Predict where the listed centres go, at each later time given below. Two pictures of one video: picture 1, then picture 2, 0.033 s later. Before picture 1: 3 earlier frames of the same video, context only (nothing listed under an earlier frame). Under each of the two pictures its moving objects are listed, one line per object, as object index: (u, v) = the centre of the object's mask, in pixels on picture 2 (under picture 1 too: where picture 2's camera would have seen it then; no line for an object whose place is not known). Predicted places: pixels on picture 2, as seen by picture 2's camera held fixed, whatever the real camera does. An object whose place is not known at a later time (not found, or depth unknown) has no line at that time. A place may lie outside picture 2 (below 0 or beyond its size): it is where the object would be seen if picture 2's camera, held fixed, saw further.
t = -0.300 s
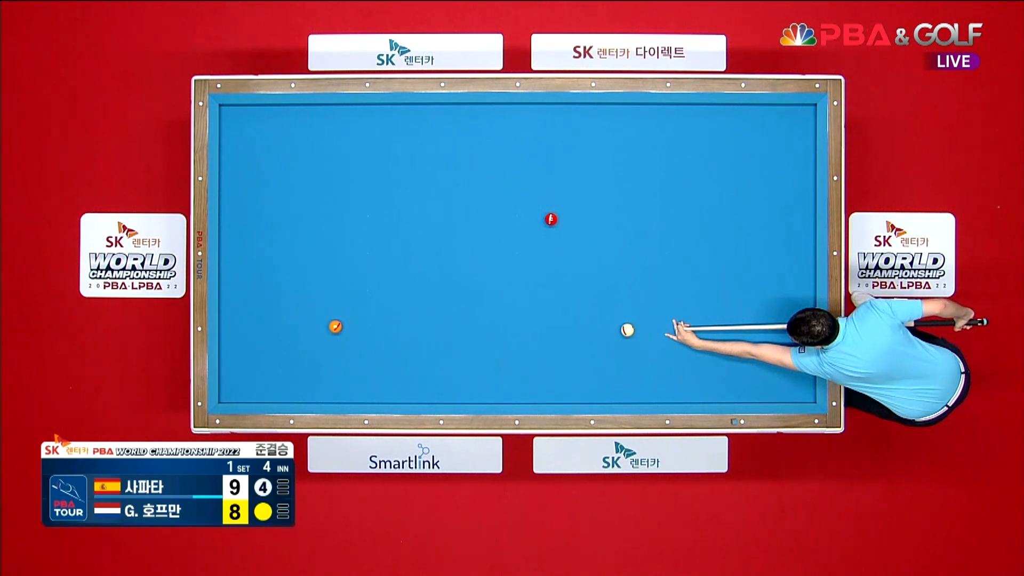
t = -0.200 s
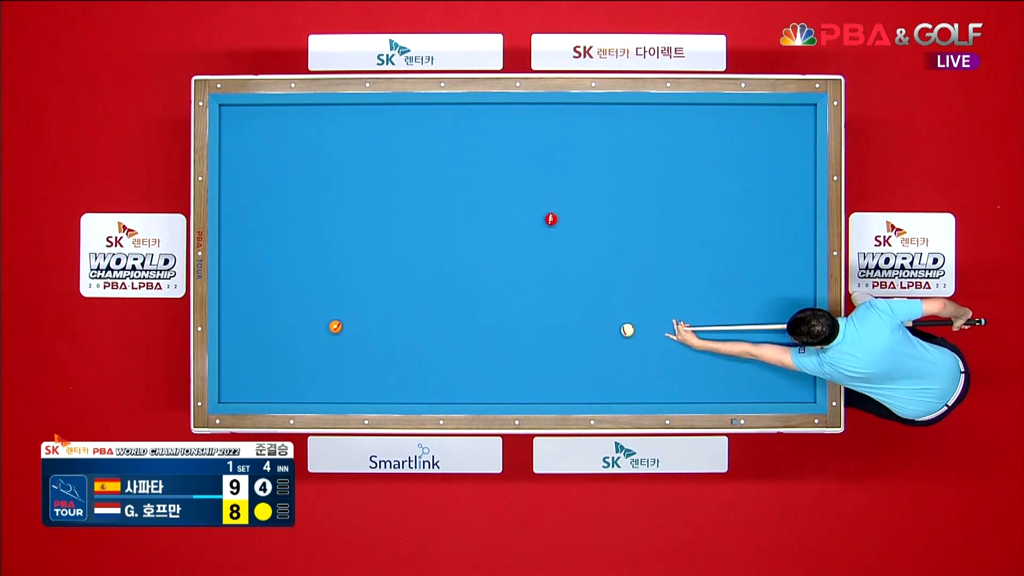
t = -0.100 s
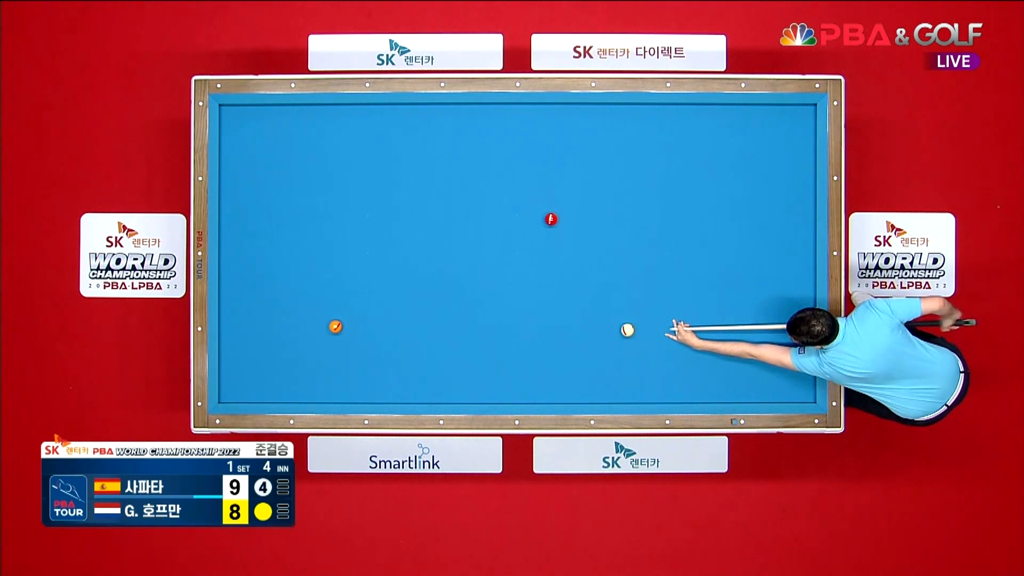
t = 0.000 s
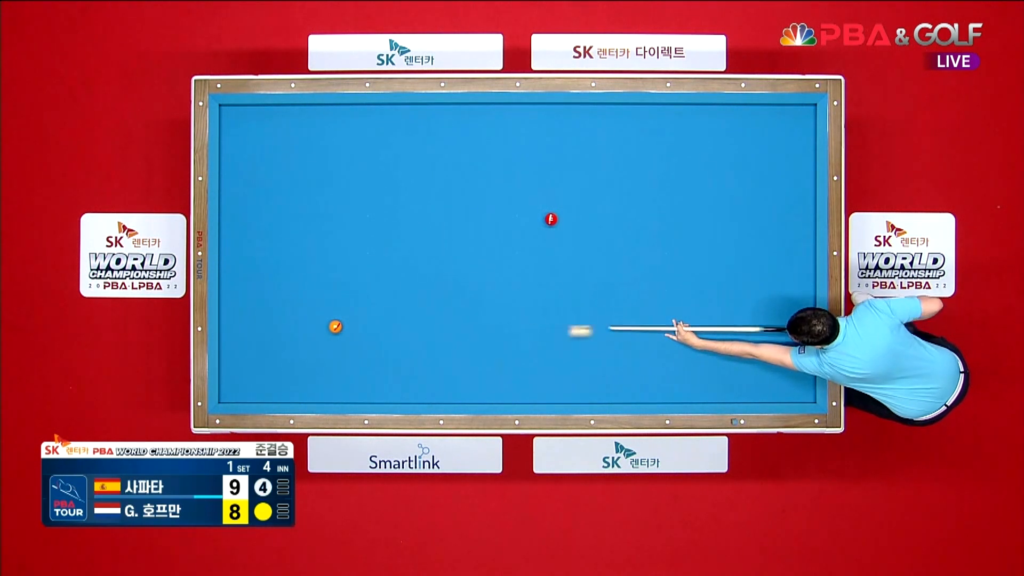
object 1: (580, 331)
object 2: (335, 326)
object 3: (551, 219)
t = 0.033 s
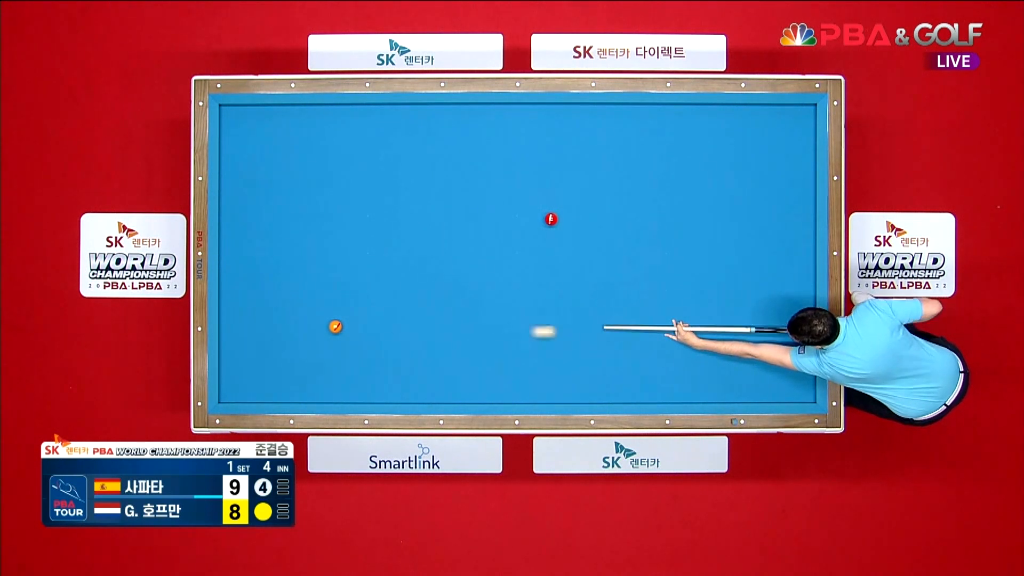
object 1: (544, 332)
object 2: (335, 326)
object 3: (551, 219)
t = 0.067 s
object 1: (508, 332)
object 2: (335, 326)
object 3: (551, 219)
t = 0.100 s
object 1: (472, 333)
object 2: (335, 326)
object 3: (551, 219)
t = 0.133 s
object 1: (437, 334)
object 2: (335, 326)
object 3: (551, 219)
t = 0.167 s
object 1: (401, 334)
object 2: (335, 326)
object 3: (551, 219)
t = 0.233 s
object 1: (339, 341)
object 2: (329, 321)
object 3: (551, 219)
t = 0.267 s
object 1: (323, 356)
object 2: (312, 306)
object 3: (551, 219)
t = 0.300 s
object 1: (307, 372)
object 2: (294, 291)
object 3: (551, 219)
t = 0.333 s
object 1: (292, 387)
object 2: (278, 276)
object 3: (551, 219)
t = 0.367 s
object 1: (276, 395)
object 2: (261, 262)
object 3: (551, 219)
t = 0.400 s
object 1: (263, 383)
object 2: (245, 247)
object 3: (551, 219)
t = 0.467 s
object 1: (238, 360)
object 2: (231, 223)
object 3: (551, 219)
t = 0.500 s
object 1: (225, 349)
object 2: (243, 215)
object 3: (551, 219)
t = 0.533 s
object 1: (233, 336)
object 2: (256, 206)
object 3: (551, 219)
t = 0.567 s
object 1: (244, 324)
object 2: (268, 198)
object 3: (551, 219)
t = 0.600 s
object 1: (255, 313)
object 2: (281, 190)
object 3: (551, 219)
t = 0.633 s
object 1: (266, 301)
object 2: (292, 182)
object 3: (551, 219)
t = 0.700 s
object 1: (287, 279)
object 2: (315, 167)
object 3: (551, 219)
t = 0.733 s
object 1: (297, 268)
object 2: (326, 159)
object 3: (551, 219)
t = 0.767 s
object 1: (306, 257)
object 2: (336, 152)
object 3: (551, 219)
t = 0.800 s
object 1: (316, 246)
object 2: (346, 145)
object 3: (551, 219)
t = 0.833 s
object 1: (325, 235)
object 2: (356, 138)
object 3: (551, 219)
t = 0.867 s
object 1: (333, 225)
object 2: (365, 131)
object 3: (551, 219)
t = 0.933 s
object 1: (350, 205)
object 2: (383, 117)
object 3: (551, 219)
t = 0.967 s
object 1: (358, 195)
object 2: (392, 111)
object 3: (551, 219)
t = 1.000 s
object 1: (365, 186)
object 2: (400, 112)
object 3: (551, 219)
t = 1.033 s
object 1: (372, 177)
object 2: (409, 117)
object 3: (551, 219)
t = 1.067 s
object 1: (380, 167)
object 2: (417, 122)
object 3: (551, 219)
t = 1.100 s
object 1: (387, 158)
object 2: (425, 127)
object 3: (551, 219)
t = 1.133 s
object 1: (394, 148)
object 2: (433, 131)
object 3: (551, 219)
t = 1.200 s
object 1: (409, 129)
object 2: (449, 139)
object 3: (551, 219)
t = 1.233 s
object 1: (417, 120)
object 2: (457, 143)
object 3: (551, 219)
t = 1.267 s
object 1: (424, 111)
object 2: (466, 147)
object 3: (551, 219)
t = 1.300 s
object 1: (432, 113)
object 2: (474, 150)
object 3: (551, 219)
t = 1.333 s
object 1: (440, 121)
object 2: (482, 154)
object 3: (551, 219)
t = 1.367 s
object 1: (448, 128)
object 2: (490, 158)
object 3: (551, 219)
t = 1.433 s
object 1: (465, 142)
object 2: (506, 165)
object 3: (551, 219)
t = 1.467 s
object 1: (473, 148)
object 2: (514, 169)
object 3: (551, 219)
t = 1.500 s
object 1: (481, 155)
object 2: (522, 172)
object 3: (551, 219)
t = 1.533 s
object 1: (489, 160)
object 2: (530, 176)
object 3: (551, 219)
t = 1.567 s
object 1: (497, 166)
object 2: (538, 180)
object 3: (551, 219)
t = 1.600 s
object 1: (505, 171)
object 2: (546, 183)
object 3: (551, 219)
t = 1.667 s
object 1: (521, 181)
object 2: (562, 191)
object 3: (551, 219)
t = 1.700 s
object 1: (529, 186)
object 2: (570, 194)
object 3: (551, 219)
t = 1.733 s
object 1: (537, 192)
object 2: (578, 198)
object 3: (551, 219)
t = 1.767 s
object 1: (545, 197)
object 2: (586, 201)
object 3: (551, 219)
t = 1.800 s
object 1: (553, 202)
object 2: (594, 205)
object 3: (551, 219)
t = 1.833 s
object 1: (561, 207)
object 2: (602, 209)
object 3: (551, 219)
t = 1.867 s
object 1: (569, 212)
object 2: (610, 212)
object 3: (551, 219)
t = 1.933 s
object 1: (585, 223)
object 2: (625, 220)
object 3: (551, 219)
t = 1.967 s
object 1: (592, 228)
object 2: (633, 223)
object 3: (551, 219)
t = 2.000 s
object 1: (600, 233)
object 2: (641, 227)
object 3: (551, 219)
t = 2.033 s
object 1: (608, 238)
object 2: (649, 230)
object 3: (551, 219)
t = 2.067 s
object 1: (616, 243)
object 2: (657, 234)
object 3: (551, 219)
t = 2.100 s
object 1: (624, 248)
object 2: (665, 238)
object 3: (551, 219)
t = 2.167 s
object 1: (639, 259)
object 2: (680, 245)
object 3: (551, 219)
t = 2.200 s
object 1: (647, 264)
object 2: (688, 248)
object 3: (551, 219)
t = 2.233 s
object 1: (655, 269)
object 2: (695, 252)
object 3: (551, 219)
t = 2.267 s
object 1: (662, 274)
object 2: (703, 255)
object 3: (551, 219)
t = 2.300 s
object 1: (670, 279)
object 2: (711, 259)
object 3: (551, 219)
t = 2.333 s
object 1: (678, 284)
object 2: (718, 263)
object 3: (551, 219)
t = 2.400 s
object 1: (693, 294)
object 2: (733, 269)
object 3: (551, 219)
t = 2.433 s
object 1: (700, 299)
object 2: (741, 273)
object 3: (551, 219)
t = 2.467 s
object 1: (708, 304)
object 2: (749, 277)
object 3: (551, 219)
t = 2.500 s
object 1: (716, 309)
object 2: (756, 280)
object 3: (551, 219)
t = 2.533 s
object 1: (724, 314)
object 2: (764, 284)
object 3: (551, 219)
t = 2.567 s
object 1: (731, 319)
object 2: (771, 287)
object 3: (551, 219)
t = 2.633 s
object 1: (746, 329)
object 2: (786, 294)
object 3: (551, 219)
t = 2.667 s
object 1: (753, 334)
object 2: (793, 297)
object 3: (551, 219)
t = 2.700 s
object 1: (761, 339)
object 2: (801, 301)
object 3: (551, 219)
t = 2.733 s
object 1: (768, 343)
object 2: (808, 304)
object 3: (551, 219)
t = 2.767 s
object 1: (776, 349)
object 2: (807, 308)
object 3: (551, 219)
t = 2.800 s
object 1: (783, 353)
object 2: (800, 313)
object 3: (551, 219)
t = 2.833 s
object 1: (791, 358)
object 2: (794, 318)
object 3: (551, 219)
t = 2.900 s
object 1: (806, 368)
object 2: (783, 327)
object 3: (551, 219)
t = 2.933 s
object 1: (809, 373)
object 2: (778, 331)
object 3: (551, 219)
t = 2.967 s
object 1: (803, 379)
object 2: (774, 336)
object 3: (551, 219)
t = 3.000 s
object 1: (797, 384)
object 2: (770, 340)
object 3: (551, 219)
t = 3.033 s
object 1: (791, 390)
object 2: (766, 345)
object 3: (551, 219)
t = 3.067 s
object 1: (786, 395)
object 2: (762, 349)
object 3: (551, 219)
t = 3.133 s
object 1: (776, 389)
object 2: (754, 357)
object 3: (551, 219)
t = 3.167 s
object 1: (771, 385)
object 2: (749, 362)
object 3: (551, 219)
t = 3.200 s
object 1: (767, 381)
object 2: (745, 366)
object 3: (551, 219)
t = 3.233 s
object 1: (762, 378)
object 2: (741, 370)
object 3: (551, 219)
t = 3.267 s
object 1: (758, 375)
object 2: (737, 375)
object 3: (551, 219)
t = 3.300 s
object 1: (753, 372)
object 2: (733, 379)
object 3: (551, 219)
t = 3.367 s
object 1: (745, 366)
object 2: (725, 387)
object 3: (551, 219)
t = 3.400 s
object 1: (740, 362)
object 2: (721, 392)
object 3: (551, 219)
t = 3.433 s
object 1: (736, 359)
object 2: (717, 396)
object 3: (551, 219)
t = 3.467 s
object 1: (732, 356)
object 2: (713, 396)
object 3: (551, 219)
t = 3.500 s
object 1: (727, 353)
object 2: (709, 392)
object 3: (551, 219)
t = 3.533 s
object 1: (723, 350)
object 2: (705, 389)
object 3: (551, 219)
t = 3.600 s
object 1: (714, 344)
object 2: (697, 384)
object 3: (551, 219)
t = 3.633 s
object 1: (710, 340)
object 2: (693, 382)
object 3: (551, 219)
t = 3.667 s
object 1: (706, 337)
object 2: (689, 380)
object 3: (551, 219)
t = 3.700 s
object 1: (702, 334)
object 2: (685, 377)
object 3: (551, 219)
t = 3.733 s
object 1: (697, 331)
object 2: (681, 374)
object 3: (551, 219)
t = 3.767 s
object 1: (693, 328)
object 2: (677, 372)
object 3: (551, 219)
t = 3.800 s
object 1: (689, 325)
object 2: (674, 370)
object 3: (551, 219)
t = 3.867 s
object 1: (680, 319)
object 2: (666, 365)
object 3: (551, 219)
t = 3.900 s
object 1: (676, 316)
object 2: (662, 363)
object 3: (551, 219)
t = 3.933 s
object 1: (672, 313)
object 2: (658, 360)
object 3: (551, 219)
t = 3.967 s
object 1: (668, 310)
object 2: (654, 358)
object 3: (551, 219)
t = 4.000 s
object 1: (664, 307)
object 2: (650, 356)
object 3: (551, 219)
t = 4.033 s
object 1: (659, 304)
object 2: (647, 353)
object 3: (551, 219)
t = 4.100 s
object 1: (651, 298)
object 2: (639, 349)
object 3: (551, 219)
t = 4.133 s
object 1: (647, 295)
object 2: (635, 346)
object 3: (551, 219)
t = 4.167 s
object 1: (643, 292)
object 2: (631, 344)
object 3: (551, 219)
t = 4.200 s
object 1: (639, 288)
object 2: (627, 342)
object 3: (551, 219)
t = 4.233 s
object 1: (635, 285)
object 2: (624, 339)
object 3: (551, 219)
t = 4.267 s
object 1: (631, 283)
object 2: (620, 337)
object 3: (551, 219)
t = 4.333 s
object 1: (622, 277)
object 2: (613, 332)
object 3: (551, 219)
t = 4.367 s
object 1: (618, 274)
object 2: (609, 330)
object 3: (551, 219)
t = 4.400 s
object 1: (614, 271)
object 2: (605, 328)
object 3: (551, 219)
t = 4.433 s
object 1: (610, 268)
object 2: (601, 325)
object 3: (551, 219)
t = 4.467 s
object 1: (606, 265)
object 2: (597, 323)
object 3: (551, 219)
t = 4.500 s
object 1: (602, 262)
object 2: (594, 321)
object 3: (551, 219)
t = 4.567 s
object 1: (594, 256)
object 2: (586, 317)
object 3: (551, 219)
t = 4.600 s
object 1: (590, 253)
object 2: (583, 314)
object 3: (551, 219)
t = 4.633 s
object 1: (586, 250)
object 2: (579, 312)
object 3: (551, 219)
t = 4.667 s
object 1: (582, 247)
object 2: (575, 309)
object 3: (551, 219)
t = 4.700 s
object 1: (578, 244)
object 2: (572, 307)
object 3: (551, 219)
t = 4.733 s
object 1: (574, 241)
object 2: (568, 305)
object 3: (551, 219)
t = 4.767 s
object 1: (570, 238)
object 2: (565, 303)
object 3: (551, 219)
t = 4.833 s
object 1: (562, 232)
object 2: (557, 299)
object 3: (551, 219)
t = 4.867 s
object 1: (558, 230)
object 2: (554, 297)
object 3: (551, 218)
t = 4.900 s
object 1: (557, 230)
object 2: (550, 294)
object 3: (548, 215)
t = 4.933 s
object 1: (555, 231)
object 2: (547, 292)
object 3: (546, 212)
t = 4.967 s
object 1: (554, 231)
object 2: (543, 290)
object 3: (543, 209)
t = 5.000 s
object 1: (552, 230)
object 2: (539, 287)
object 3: (542, 207)
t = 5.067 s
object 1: (548, 230)
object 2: (532, 283)
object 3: (538, 202)
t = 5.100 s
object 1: (546, 230)
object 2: (529, 281)
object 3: (536, 200)
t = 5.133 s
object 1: (545, 230)
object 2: (525, 279)
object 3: (534, 198)
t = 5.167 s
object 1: (543, 229)
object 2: (522, 277)
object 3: (532, 195)
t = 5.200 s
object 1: (541, 229)
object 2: (518, 274)
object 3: (530, 193)
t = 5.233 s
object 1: (539, 229)
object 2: (515, 272)
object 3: (528, 191)
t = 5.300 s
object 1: (536, 229)
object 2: (508, 268)
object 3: (524, 186)
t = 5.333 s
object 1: (534, 228)
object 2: (504, 266)
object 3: (523, 184)
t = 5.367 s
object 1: (533, 228)
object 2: (501, 264)
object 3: (521, 181)
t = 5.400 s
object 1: (531, 228)
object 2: (497, 261)
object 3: (519, 179)
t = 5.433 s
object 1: (529, 228)
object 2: (494, 259)
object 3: (517, 176)
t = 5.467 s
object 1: (528, 228)
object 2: (491, 257)
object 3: (515, 174)
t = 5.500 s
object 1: (526, 227)
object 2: (487, 255)
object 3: (514, 172)
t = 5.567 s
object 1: (523, 227)
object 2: (481, 251)
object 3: (510, 168)
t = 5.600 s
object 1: (521, 227)
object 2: (477, 249)
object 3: (508, 165)
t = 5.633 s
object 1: (519, 227)
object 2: (474, 247)
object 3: (506, 163)
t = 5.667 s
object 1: (518, 227)
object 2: (470, 245)
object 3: (505, 161)
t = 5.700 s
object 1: (516, 226)
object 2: (467, 243)
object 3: (503, 159)
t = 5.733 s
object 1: (515, 226)
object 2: (464, 241)
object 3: (501, 156)
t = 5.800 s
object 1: (511, 226)
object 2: (457, 237)
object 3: (498, 152)
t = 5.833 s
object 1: (510, 226)
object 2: (454, 235)
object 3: (496, 150)
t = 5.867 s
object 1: (508, 226)
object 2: (450, 233)
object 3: (494, 148)
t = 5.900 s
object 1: (507, 225)
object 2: (447, 231)
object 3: (493, 146)
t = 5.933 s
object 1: (506, 225)
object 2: (444, 229)
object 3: (491, 143)
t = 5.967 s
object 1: (504, 225)
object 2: (441, 227)
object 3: (489, 141)
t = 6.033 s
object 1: (501, 225)
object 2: (434, 223)
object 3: (486, 137)
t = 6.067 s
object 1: (500, 224)
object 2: (431, 221)
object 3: (484, 135)
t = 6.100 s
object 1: (498, 224)
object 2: (428, 219)
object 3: (482, 133)
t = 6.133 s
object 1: (497, 224)
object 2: (425, 217)
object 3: (481, 131)
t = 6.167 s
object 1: (495, 224)
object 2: (421, 215)
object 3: (479, 129)
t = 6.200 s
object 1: (493, 224)
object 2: (418, 213)
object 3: (477, 127)
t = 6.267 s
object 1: (491, 223)
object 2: (412, 209)
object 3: (474, 123)
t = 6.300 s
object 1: (490, 223)
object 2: (409, 207)
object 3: (472, 121)
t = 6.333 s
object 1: (488, 223)
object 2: (406, 205)
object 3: (471, 119)
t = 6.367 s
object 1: (487, 223)
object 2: (403, 203)
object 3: (469, 117)
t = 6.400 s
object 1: (485, 222)
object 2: (400, 201)
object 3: (468, 115)
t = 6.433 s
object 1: (484, 222)
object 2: (397, 199)
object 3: (466, 113)
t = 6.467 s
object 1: (483, 222)
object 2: (393, 197)
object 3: (465, 111)
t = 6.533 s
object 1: (480, 222)
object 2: (387, 194)
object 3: (462, 110)
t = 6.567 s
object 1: (479, 222)
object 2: (384, 192)
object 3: (460, 111)
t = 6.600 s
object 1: (477, 221)
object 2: (381, 190)
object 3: (459, 112)
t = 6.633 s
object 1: (476, 221)
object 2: (378, 188)
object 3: (458, 113)
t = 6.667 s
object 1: (475, 221)
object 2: (375, 186)
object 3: (457, 114)
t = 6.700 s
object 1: (474, 221)
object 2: (372, 184)
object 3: (456, 116)
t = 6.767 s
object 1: (471, 220)
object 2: (366, 181)
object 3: (454, 118)
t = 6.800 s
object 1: (470, 220)
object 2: (363, 179)
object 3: (453, 119)
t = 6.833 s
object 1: (469, 220)
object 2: (360, 177)
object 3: (451, 120)
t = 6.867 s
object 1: (468, 220)
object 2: (357, 175)
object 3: (450, 121)
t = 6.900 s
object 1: (466, 220)
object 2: (355, 173)
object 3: (449, 122)
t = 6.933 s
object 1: (465, 220)
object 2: (351, 172)
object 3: (448, 123)
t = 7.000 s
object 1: (463, 219)
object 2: (346, 168)
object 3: (446, 125)
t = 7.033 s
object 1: (462, 219)
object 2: (343, 166)
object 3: (445, 126)
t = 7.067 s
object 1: (461, 219)
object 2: (340, 165)
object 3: (444, 127)
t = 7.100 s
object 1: (459, 219)
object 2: (337, 163)
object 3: (443, 128)
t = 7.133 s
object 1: (458, 219)
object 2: (334, 161)
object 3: (442, 129)
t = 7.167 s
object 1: (457, 219)
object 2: (331, 160)
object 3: (441, 130)
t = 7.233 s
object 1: (455, 219)
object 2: (326, 156)
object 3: (439, 132)
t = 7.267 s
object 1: (454, 219)
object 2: (323, 155)
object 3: (438, 133)
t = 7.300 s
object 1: (453, 218)
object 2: (320, 152)
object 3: (437, 134)
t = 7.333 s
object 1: (452, 218)
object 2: (317, 151)
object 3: (436, 135)
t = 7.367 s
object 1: (451, 218)
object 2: (314, 149)
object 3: (435, 136)
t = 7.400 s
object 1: (450, 218)
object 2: (312, 148)
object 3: (434, 137)
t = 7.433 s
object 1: (449, 218)
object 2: (309, 146)
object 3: (433, 138)
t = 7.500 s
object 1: (447, 218)
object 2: (303, 142)
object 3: (431, 140)
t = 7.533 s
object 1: (445, 218)
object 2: (301, 141)
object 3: (430, 141)
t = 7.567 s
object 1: (444, 218)
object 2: (298, 139)
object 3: (430, 142)
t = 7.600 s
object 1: (444, 218)
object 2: (295, 138)
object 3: (429, 143)
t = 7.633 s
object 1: (443, 218)
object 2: (293, 136)
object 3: (428, 143)
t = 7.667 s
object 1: (442, 218)
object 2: (290, 134)
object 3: (427, 144)
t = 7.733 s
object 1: (440, 217)
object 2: (285, 131)
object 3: (425, 146)
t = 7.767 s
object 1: (439, 217)
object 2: (282, 129)
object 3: (424, 147)
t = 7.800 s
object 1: (438, 217)
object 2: (279, 128)
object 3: (423, 148)
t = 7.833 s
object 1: (437, 217)
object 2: (277, 126)
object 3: (422, 149)
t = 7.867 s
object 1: (436, 217)
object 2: (274, 124)
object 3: (422, 150)
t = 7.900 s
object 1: (435, 217)
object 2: (272, 123)
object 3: (421, 151)
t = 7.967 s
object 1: (433, 217)
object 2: (266, 120)
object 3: (419, 152)
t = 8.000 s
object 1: (432, 217)
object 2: (264, 118)
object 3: (418, 153)
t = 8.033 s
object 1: (432, 217)
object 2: (261, 117)
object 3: (418, 154)
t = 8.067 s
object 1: (431, 217)
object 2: (259, 115)
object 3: (417, 155)
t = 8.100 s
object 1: (430, 216)
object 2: (256, 114)
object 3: (416, 156)
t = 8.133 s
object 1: (430, 216)
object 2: (255, 113)
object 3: (416, 156)
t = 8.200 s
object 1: (428, 216)
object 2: (250, 110)
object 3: (414, 158)
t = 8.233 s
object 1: (427, 216)
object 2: (248, 112)
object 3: (414, 158)
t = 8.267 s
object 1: (426, 216)
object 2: (246, 112)
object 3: (413, 159)
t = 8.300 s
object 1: (426, 216)
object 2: (244, 113)
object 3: (412, 160)
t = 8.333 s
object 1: (425, 216)
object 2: (242, 114)
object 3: (411, 161)
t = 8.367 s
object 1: (424, 216)
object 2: (240, 115)
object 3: (411, 161)
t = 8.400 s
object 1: (423, 216)
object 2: (238, 115)
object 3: (410, 162)
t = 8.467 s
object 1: (422, 216)
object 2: (234, 117)
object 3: (408, 164)
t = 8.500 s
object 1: (422, 215)
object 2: (232, 118)
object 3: (408, 164)
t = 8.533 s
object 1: (421, 215)
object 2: (230, 119)
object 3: (407, 165)
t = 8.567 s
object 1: (420, 215)
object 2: (228, 119)
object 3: (407, 166)
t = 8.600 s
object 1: (419, 215)
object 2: (226, 120)
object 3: (406, 166)
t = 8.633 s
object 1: (419, 215)
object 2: (225, 121)
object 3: (405, 167)
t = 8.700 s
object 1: (417, 215)
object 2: (228, 122)
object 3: (404, 169)
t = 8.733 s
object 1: (417, 215)
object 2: (229, 122)
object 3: (403, 169)
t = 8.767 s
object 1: (416, 215)
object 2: (230, 122)
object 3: (403, 170)
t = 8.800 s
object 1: (415, 215)
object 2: (231, 123)
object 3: (402, 170)
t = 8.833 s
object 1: (415, 215)
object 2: (232, 123)
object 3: (402, 171)
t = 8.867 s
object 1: (414, 215)
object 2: (233, 124)
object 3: (401, 172)
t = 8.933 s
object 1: (413, 214)
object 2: (235, 124)
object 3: (400, 173)
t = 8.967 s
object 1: (412, 214)
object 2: (236, 125)
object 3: (399, 174)
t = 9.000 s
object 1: (412, 214)
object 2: (237, 126)
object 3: (399, 174)
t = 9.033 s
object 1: (412, 214)
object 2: (238, 126)
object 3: (398, 175)
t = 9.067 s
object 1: (411, 214)
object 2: (239, 126)
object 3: (398, 175)
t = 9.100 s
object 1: (411, 214)
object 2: (240, 127)
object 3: (397, 176)
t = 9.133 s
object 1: (410, 214)
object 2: (241, 127)
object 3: (396, 177)
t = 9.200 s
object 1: (409, 214)
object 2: (243, 128)
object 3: (395, 178)
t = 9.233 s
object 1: (409, 214)
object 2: (244, 128)
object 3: (395, 178)
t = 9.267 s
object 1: (408, 214)
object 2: (244, 129)
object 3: (394, 179)
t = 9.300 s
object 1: (408, 214)
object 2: (246, 129)
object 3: (394, 179)
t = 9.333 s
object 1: (407, 213)
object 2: (246, 129)
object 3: (393, 180)
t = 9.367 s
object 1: (407, 213)
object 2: (247, 130)
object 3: (393, 180)
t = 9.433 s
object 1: (406, 213)
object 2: (249, 130)
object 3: (392, 182)
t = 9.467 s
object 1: (406, 213)
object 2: (250, 130)
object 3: (391, 182)
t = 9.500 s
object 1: (406, 213)
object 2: (251, 131)
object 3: (391, 183)
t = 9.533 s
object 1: (405, 213)
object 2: (251, 131)
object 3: (391, 183)
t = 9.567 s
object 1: (405, 213)
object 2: (252, 132)
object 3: (390, 184)
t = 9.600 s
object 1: (405, 213)
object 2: (253, 132)
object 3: (390, 184)
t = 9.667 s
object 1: (404, 213)
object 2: (255, 133)
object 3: (389, 185)
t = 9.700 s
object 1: (404, 213)
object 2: (255, 133)
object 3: (388, 186)
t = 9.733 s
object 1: (403, 213)
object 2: (256, 133)
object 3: (388, 186)
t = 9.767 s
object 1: (403, 213)
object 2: (257, 134)
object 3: (388, 187)
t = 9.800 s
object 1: (403, 213)
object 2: (257, 134)
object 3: (387, 187)
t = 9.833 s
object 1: (403, 213)
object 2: (258, 134)
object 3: (387, 188)
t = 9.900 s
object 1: (402, 213)
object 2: (260, 135)
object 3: (386, 189)
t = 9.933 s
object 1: (402, 213)
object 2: (260, 135)
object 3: (386, 189)
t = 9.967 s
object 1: (401, 213)
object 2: (261, 135)
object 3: (385, 189)
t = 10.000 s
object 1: (401, 213)
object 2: (262, 136)
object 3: (385, 190)
